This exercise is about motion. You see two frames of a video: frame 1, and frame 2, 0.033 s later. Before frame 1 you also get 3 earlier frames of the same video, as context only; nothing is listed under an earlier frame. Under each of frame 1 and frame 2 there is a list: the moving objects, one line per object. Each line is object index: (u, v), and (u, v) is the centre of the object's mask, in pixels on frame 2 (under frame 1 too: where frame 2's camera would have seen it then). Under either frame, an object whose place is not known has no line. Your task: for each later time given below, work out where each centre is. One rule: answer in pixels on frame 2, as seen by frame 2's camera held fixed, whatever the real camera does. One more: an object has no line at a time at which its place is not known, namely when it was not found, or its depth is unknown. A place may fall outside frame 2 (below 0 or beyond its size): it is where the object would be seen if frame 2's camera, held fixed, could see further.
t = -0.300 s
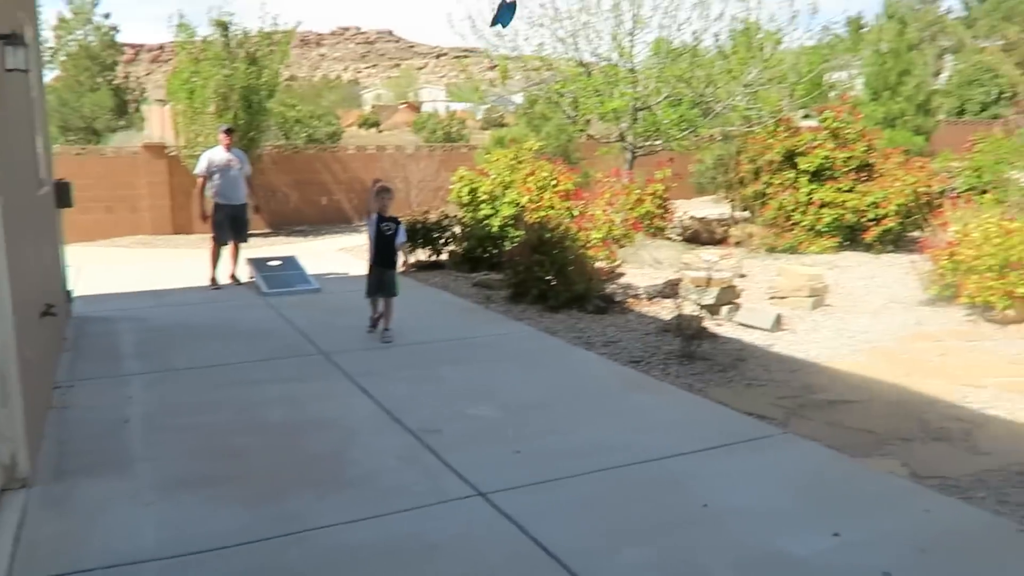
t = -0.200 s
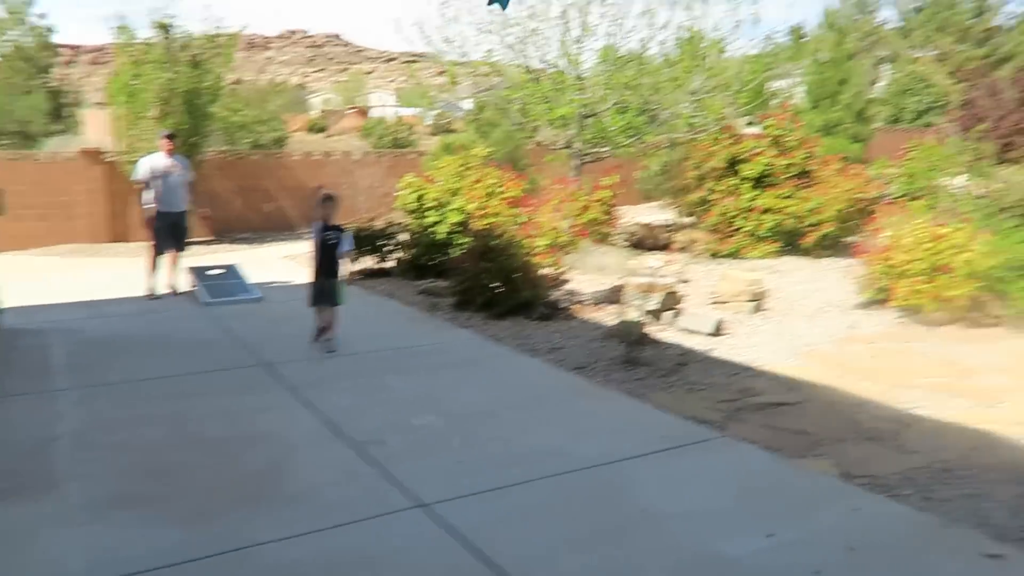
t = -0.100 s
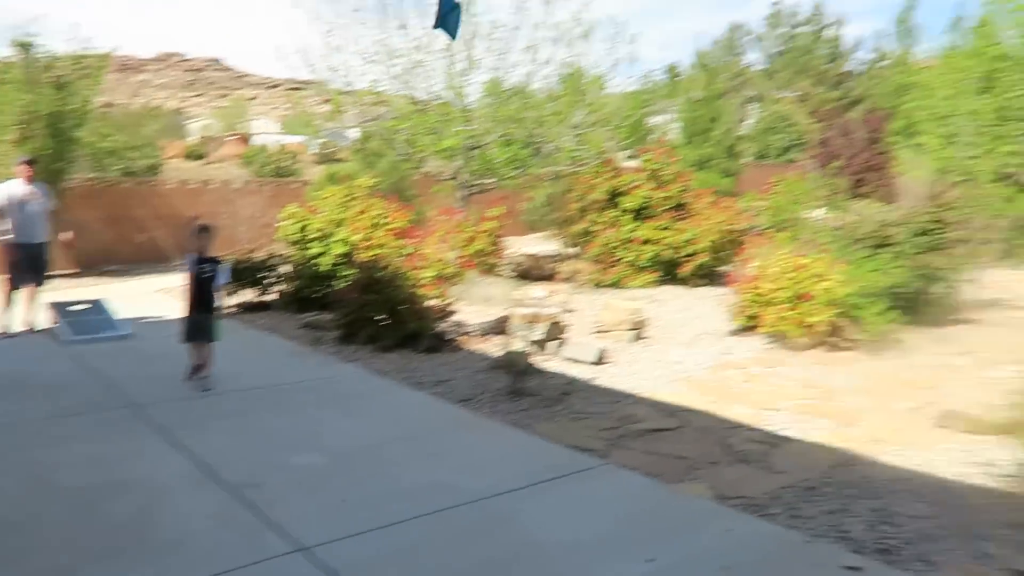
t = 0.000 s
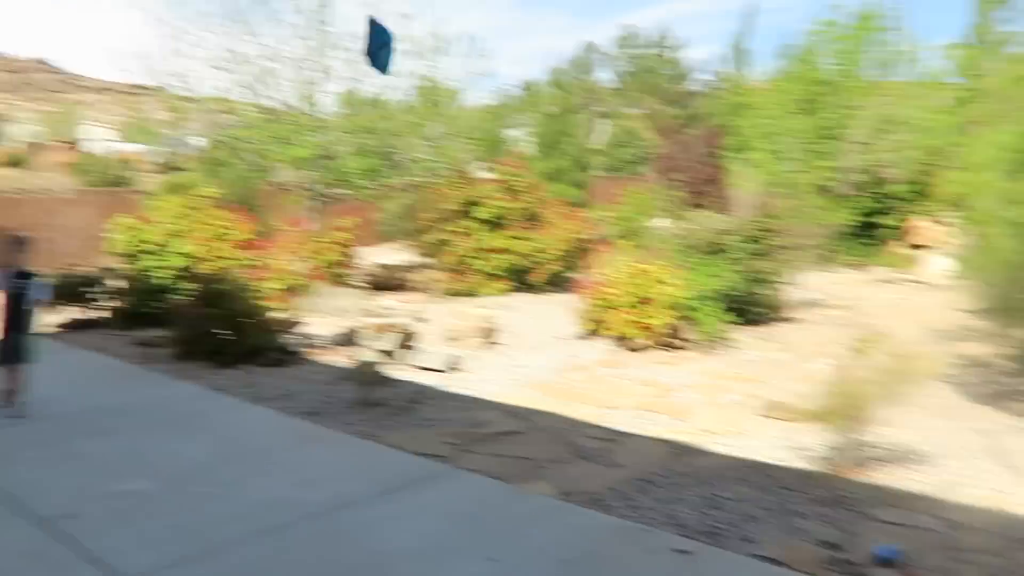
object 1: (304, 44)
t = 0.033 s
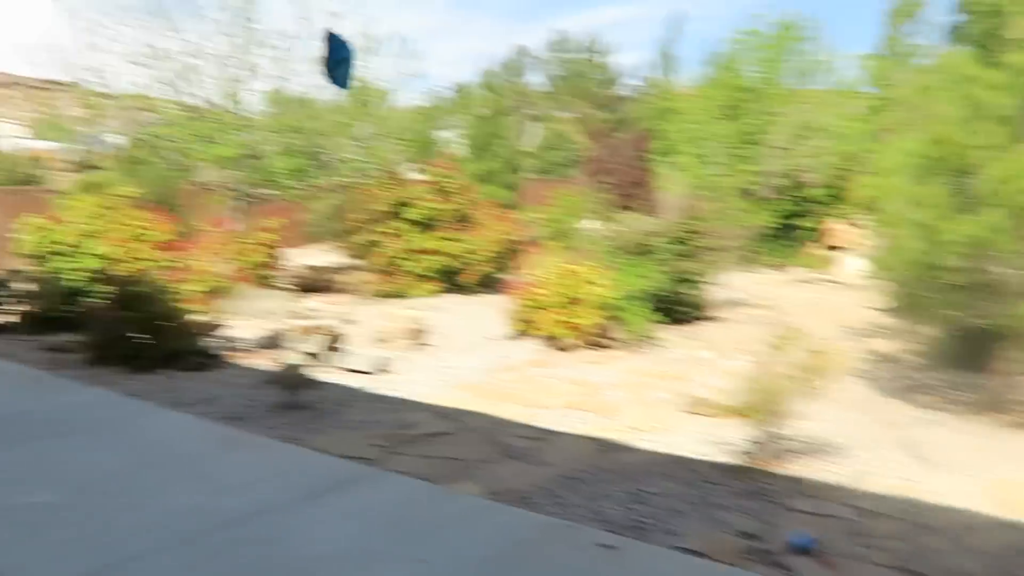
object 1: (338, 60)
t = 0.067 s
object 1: (374, 80)
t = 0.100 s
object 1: (414, 105)
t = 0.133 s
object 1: (433, 134)
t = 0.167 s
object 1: (474, 177)
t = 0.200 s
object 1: (517, 228)
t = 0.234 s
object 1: (568, 285)
